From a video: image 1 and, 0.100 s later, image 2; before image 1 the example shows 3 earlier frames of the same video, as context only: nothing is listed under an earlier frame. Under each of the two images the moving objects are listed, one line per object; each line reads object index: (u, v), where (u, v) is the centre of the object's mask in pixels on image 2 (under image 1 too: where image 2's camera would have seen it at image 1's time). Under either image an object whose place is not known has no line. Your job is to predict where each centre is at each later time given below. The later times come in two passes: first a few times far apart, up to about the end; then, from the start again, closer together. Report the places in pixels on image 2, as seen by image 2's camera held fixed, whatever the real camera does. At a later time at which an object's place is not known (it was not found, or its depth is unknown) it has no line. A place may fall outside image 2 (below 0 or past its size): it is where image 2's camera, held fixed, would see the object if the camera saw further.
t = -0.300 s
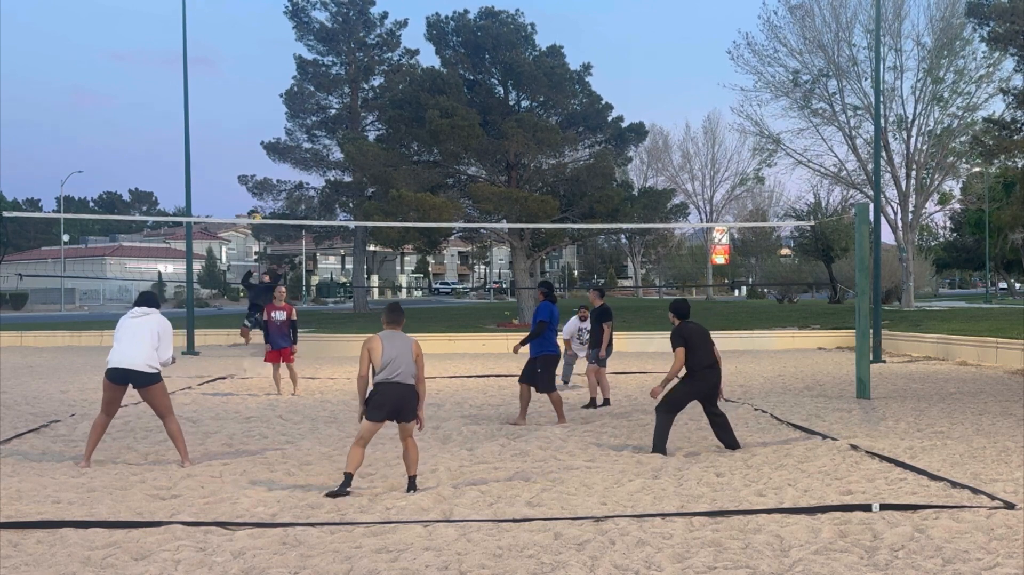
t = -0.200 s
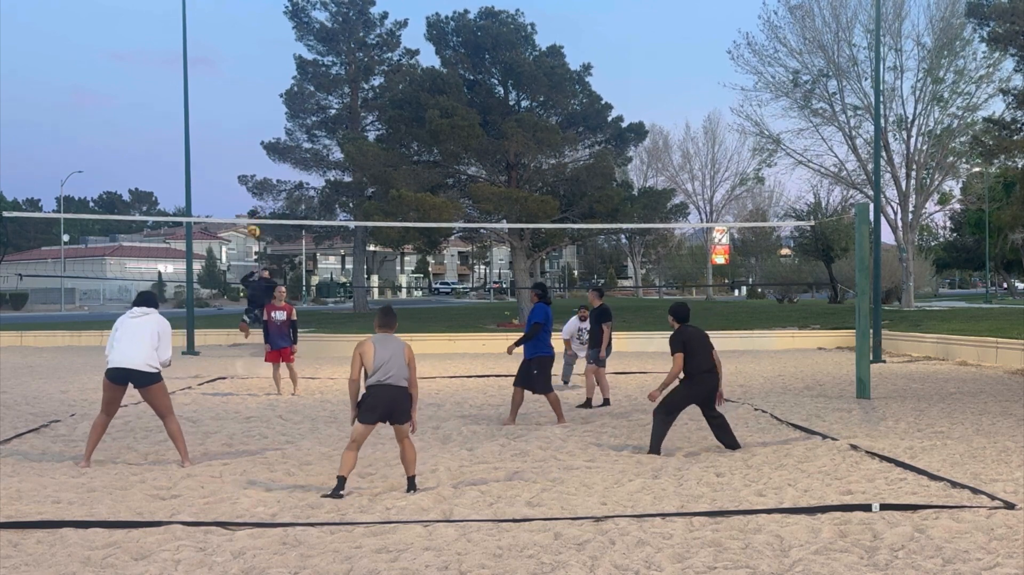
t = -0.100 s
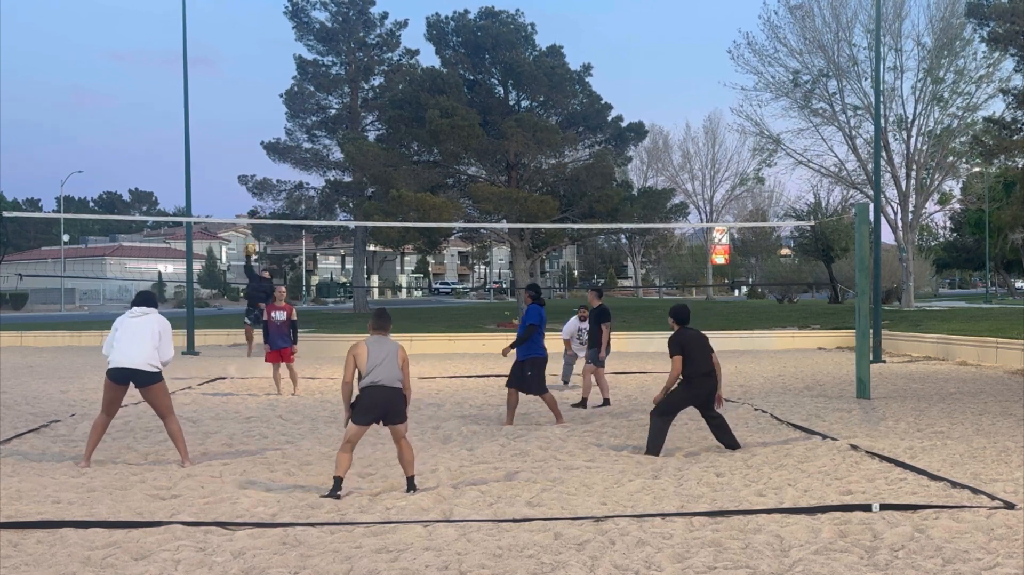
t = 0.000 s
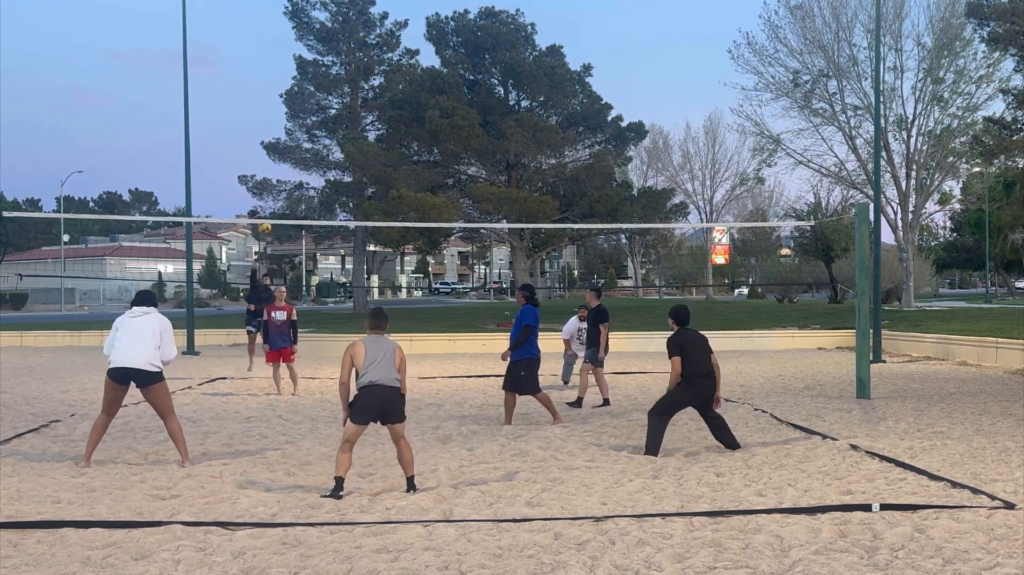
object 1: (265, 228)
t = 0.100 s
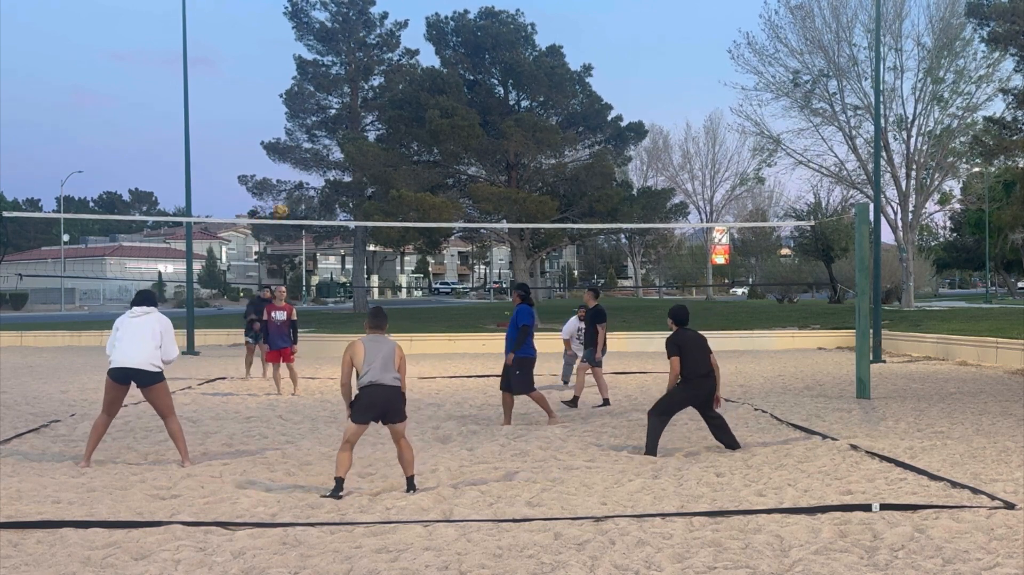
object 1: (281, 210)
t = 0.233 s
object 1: (305, 198)
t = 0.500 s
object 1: (367, 217)
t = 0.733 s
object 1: (403, 265)
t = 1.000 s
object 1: (412, 297)
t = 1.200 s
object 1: (418, 353)
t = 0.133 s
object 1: (286, 206)
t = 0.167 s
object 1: (292, 202)
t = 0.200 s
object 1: (298, 200)
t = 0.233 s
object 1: (305, 198)
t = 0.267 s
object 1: (311, 197)
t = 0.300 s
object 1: (318, 198)
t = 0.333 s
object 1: (325, 198)
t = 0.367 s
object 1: (333, 200)
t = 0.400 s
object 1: (341, 204)
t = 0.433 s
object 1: (349, 207)
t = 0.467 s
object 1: (358, 213)
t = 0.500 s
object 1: (367, 217)
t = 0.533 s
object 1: (376, 230)
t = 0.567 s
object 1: (386, 237)
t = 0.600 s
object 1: (392, 243)
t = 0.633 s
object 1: (395, 250)
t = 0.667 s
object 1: (399, 258)
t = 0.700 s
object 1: (402, 264)
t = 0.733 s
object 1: (403, 265)
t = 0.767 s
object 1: (405, 267)
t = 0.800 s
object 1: (406, 268)
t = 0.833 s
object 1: (407, 271)
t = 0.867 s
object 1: (408, 274)
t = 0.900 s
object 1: (409, 279)
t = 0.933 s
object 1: (410, 283)
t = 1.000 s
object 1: (412, 297)
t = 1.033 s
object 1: (414, 305)
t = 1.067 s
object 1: (414, 312)
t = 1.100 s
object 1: (416, 321)
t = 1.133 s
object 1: (416, 331)
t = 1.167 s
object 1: (417, 342)
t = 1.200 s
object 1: (418, 353)
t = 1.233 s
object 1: (419, 364)
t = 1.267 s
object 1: (419, 377)
